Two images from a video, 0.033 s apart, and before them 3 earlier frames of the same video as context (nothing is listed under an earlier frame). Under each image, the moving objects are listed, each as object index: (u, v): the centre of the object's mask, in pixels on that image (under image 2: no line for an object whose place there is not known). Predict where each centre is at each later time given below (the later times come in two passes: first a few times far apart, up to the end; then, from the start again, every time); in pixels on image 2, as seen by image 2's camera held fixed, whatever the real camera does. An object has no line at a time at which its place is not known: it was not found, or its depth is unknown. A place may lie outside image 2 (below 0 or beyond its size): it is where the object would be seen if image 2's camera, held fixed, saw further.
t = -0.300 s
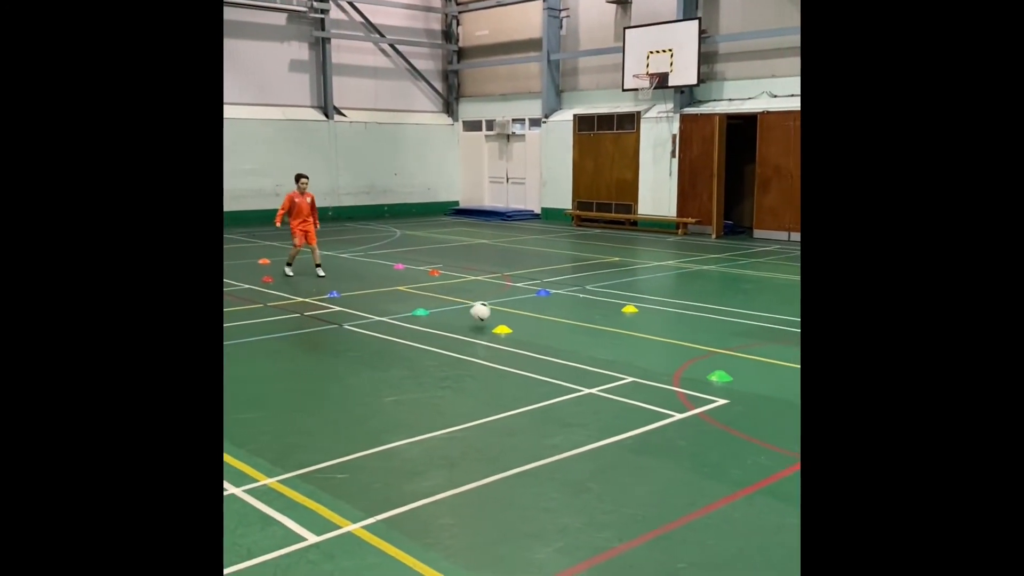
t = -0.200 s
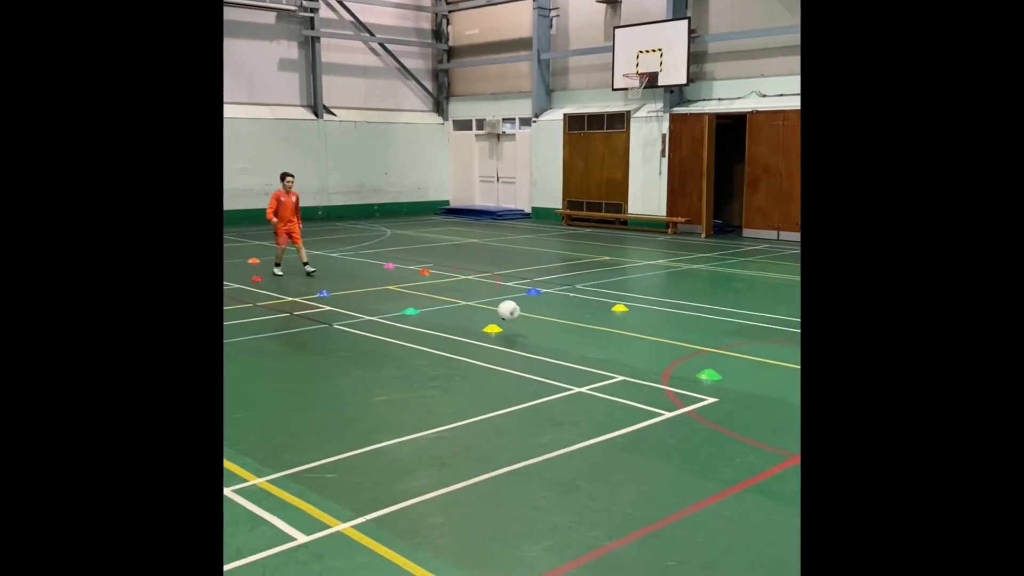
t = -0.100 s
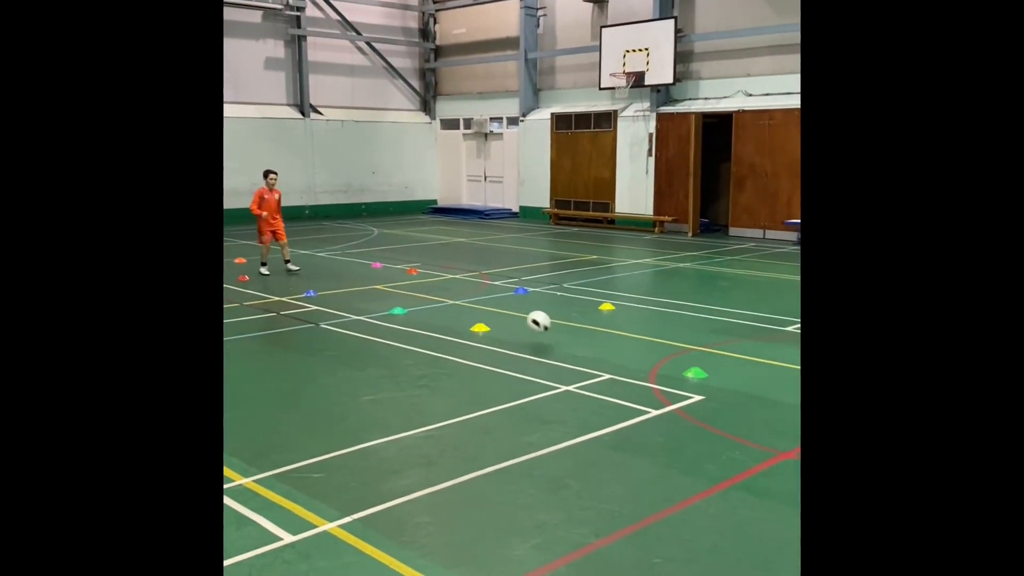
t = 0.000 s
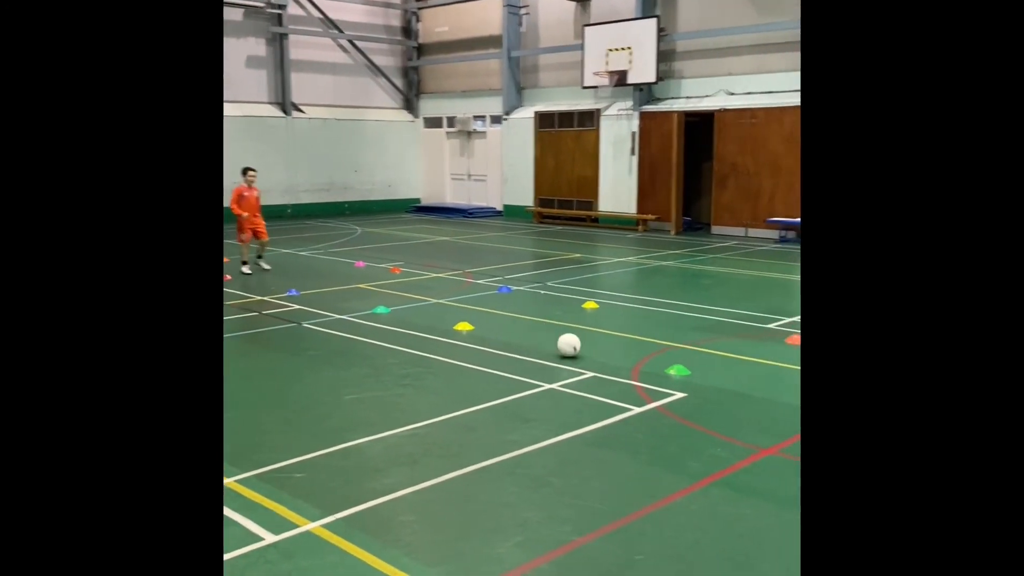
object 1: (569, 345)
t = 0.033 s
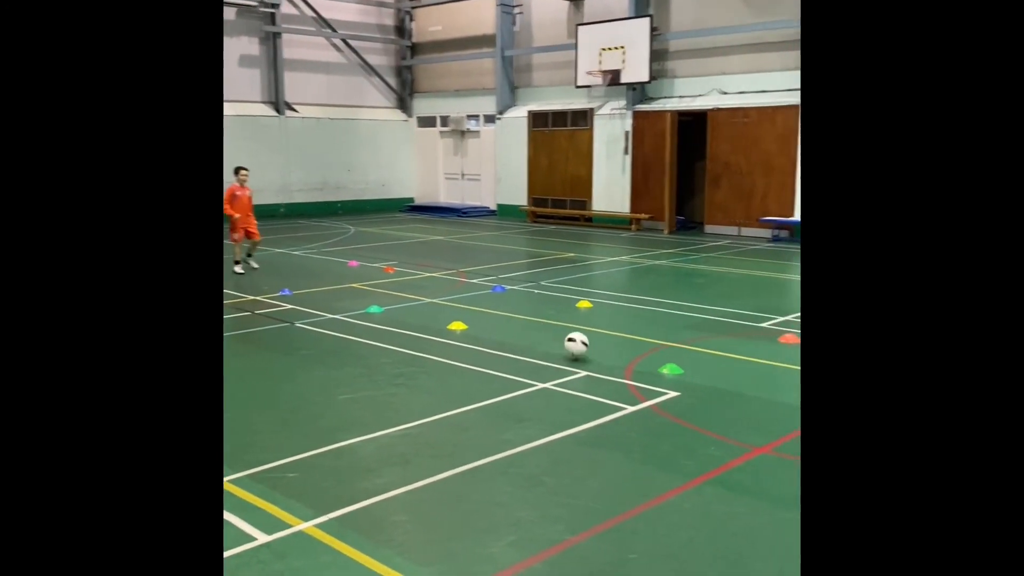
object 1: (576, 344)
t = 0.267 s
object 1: (688, 372)
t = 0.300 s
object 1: (706, 373)
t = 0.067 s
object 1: (591, 344)
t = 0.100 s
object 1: (606, 347)
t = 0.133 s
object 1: (622, 351)
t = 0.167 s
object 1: (637, 356)
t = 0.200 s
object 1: (654, 363)
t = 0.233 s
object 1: (671, 371)
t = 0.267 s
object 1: (688, 372)
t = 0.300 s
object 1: (706, 373)
